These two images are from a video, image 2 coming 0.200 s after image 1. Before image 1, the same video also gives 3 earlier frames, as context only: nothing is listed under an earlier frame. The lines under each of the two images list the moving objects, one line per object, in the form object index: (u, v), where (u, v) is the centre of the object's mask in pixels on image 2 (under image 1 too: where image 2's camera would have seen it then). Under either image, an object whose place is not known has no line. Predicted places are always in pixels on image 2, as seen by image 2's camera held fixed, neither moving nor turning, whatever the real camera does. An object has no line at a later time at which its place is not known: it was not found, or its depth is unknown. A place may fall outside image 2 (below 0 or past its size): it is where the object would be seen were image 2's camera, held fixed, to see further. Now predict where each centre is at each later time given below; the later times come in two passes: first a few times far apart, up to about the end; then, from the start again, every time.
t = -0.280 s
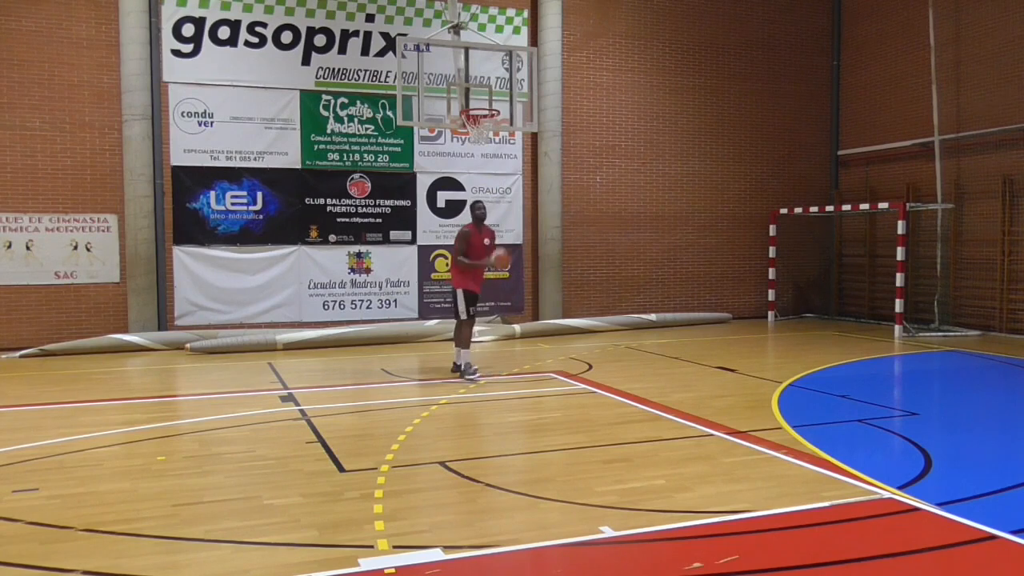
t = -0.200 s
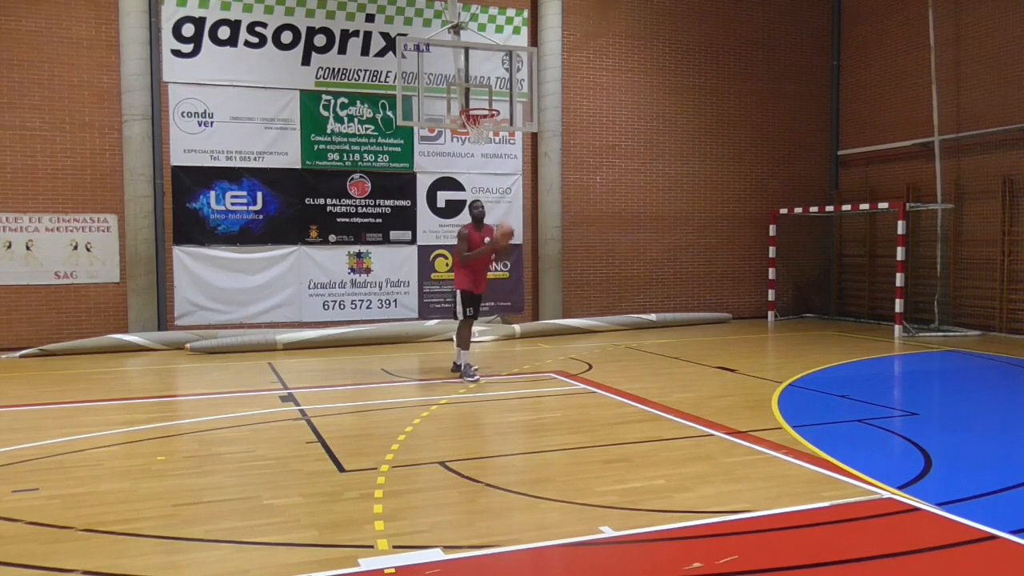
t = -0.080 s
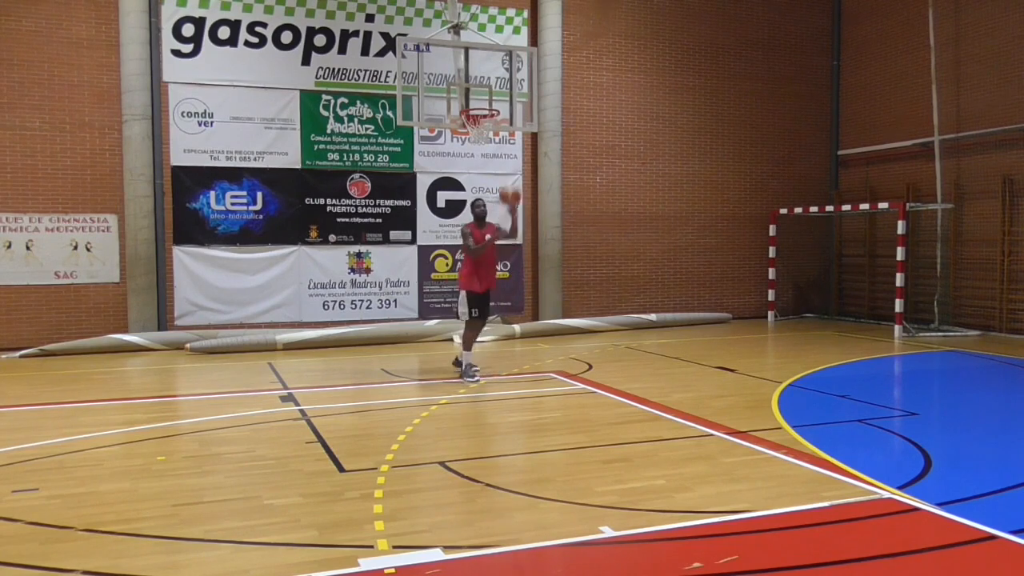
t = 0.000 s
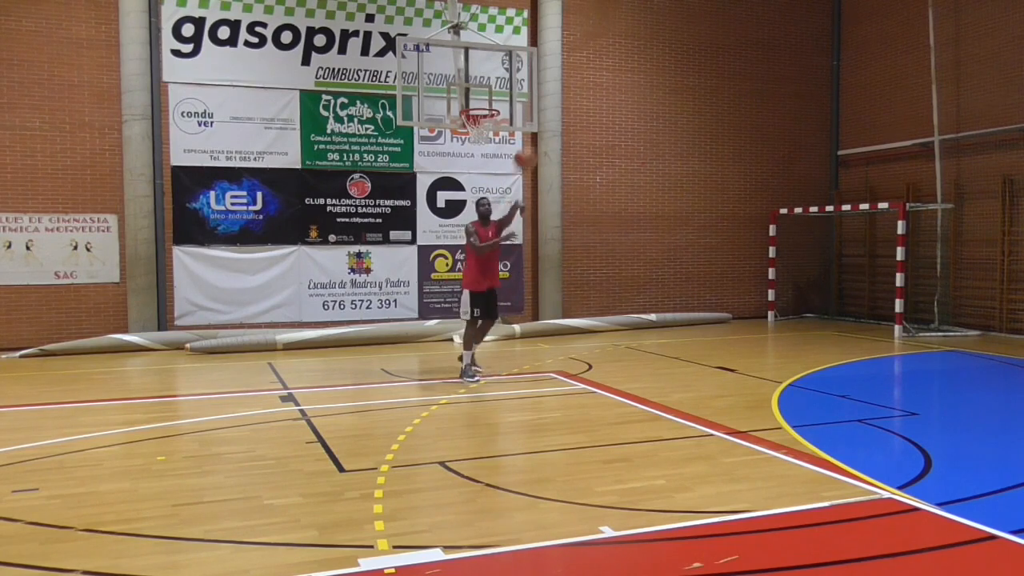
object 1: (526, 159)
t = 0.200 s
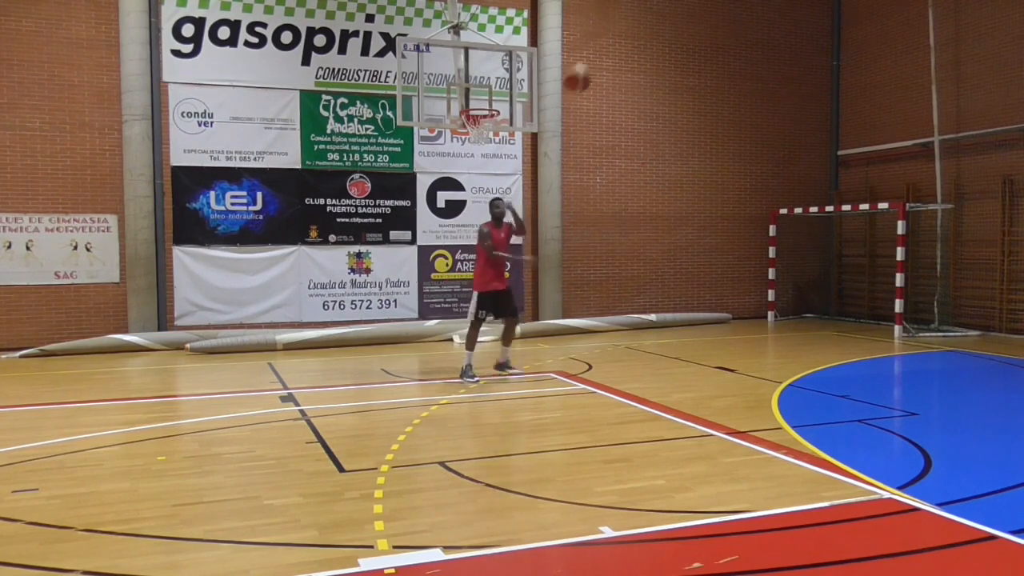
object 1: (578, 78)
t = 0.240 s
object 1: (589, 64)
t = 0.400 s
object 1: (649, 17)
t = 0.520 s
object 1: (701, 10)
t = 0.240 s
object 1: (589, 64)
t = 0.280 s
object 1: (602, 49)
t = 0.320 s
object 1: (616, 39)
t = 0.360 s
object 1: (634, 27)
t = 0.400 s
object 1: (649, 17)
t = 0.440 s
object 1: (664, 12)
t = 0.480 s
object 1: (680, 10)
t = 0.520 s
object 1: (701, 10)
